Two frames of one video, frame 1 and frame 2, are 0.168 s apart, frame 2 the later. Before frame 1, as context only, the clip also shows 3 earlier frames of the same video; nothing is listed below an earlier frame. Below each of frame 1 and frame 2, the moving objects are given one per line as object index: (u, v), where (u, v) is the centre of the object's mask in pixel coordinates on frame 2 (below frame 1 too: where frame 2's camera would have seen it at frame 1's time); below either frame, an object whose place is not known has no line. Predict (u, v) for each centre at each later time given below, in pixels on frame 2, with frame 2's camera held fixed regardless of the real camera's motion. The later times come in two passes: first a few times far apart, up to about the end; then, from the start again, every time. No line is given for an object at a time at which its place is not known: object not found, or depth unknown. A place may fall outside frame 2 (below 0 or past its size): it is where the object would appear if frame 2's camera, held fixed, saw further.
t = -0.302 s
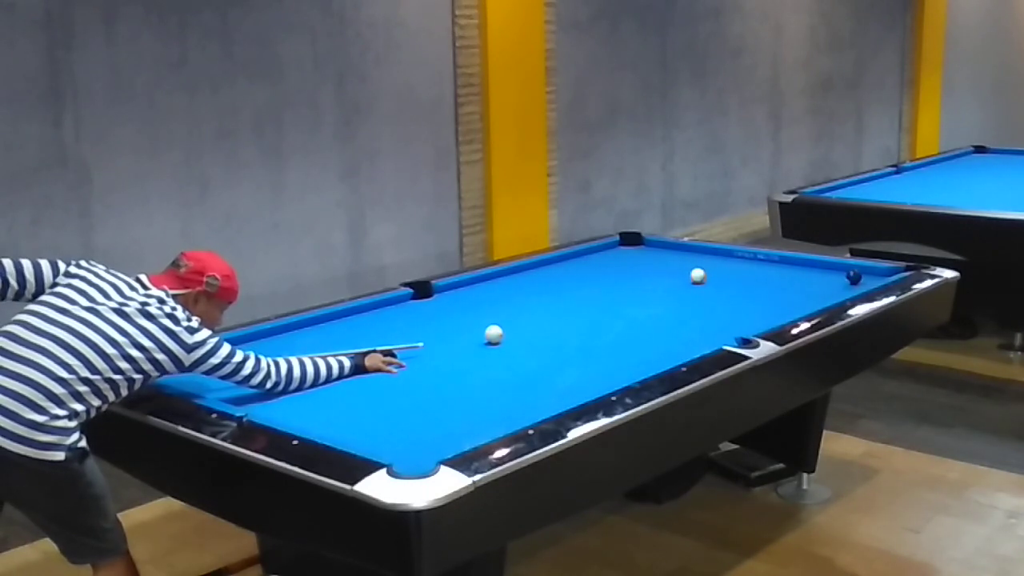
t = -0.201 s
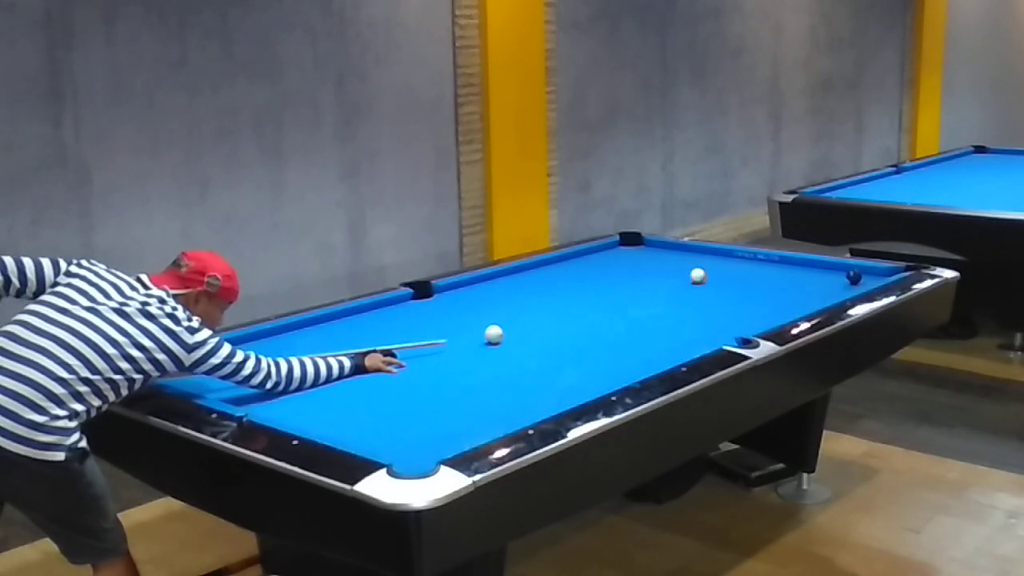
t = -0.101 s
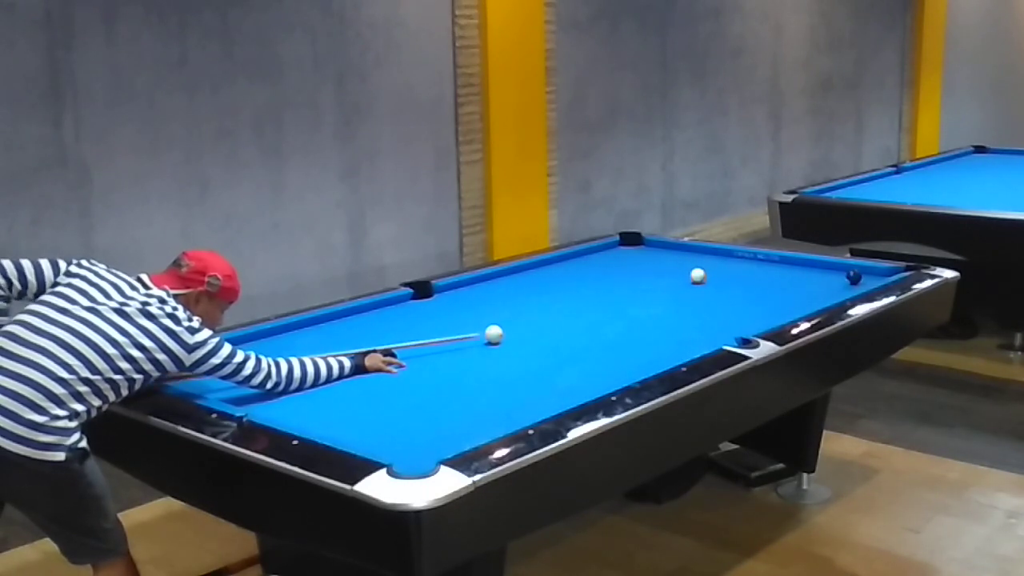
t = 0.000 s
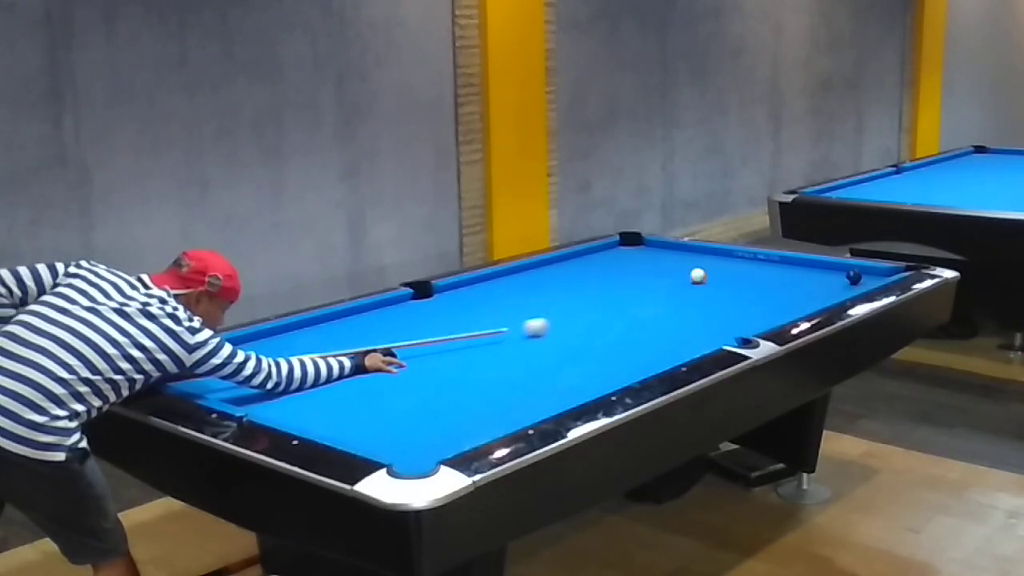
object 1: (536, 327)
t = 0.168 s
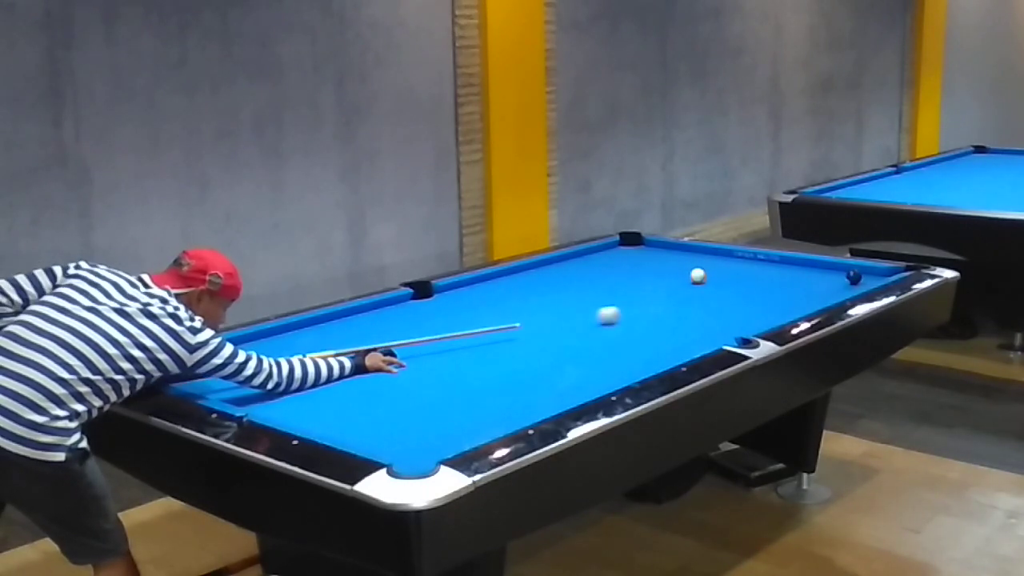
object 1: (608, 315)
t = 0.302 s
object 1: (661, 307)
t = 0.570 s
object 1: (760, 290)
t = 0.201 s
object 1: (621, 313)
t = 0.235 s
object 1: (635, 311)
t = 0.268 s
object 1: (648, 309)
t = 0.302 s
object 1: (661, 307)
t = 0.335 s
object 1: (674, 304)
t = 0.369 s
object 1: (686, 302)
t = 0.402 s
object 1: (700, 300)
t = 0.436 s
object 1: (712, 298)
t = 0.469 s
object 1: (724, 297)
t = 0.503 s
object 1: (736, 294)
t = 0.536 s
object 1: (748, 292)
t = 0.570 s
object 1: (760, 290)
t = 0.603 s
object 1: (771, 288)
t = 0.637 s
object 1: (783, 286)
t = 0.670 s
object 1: (794, 285)
